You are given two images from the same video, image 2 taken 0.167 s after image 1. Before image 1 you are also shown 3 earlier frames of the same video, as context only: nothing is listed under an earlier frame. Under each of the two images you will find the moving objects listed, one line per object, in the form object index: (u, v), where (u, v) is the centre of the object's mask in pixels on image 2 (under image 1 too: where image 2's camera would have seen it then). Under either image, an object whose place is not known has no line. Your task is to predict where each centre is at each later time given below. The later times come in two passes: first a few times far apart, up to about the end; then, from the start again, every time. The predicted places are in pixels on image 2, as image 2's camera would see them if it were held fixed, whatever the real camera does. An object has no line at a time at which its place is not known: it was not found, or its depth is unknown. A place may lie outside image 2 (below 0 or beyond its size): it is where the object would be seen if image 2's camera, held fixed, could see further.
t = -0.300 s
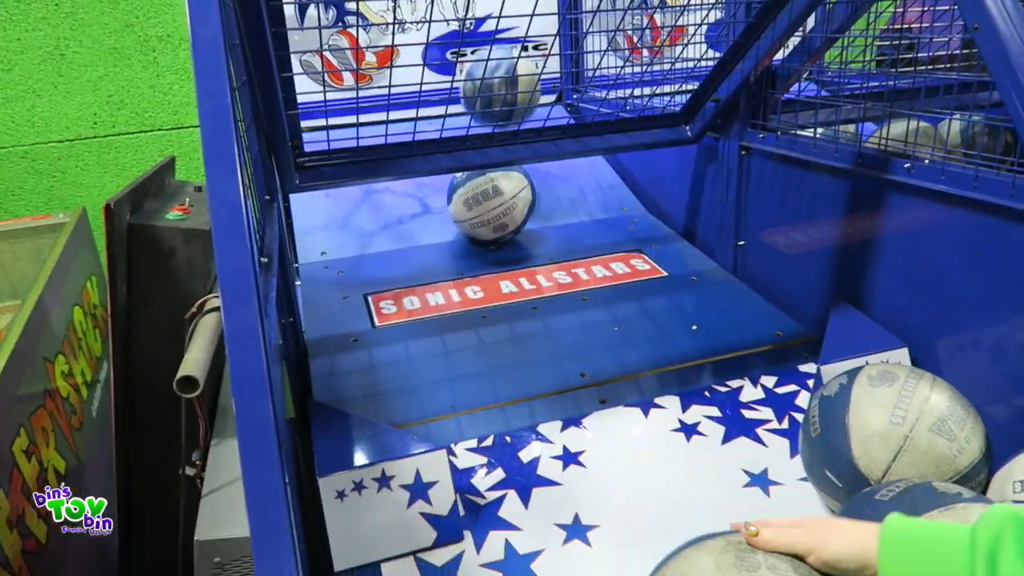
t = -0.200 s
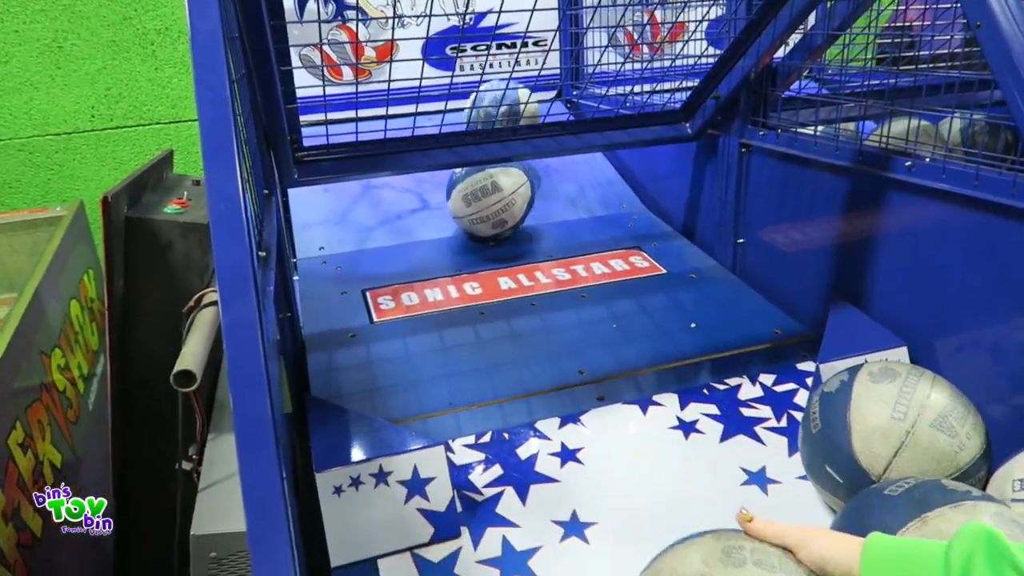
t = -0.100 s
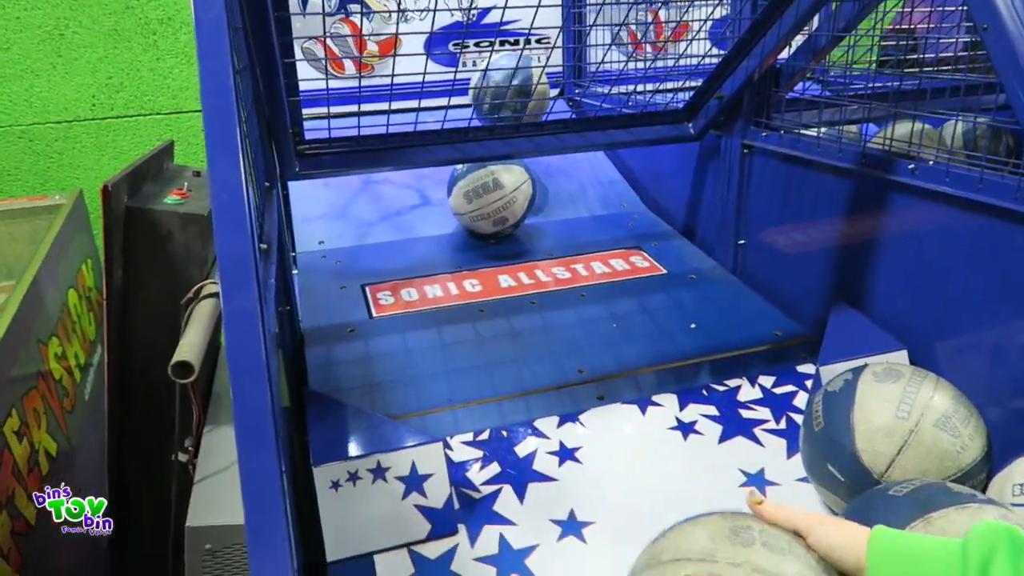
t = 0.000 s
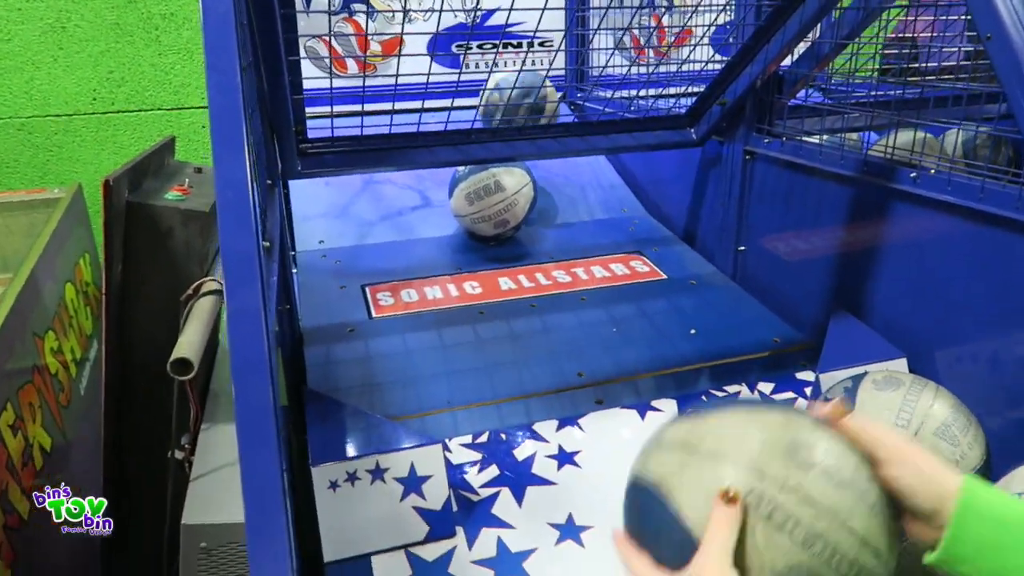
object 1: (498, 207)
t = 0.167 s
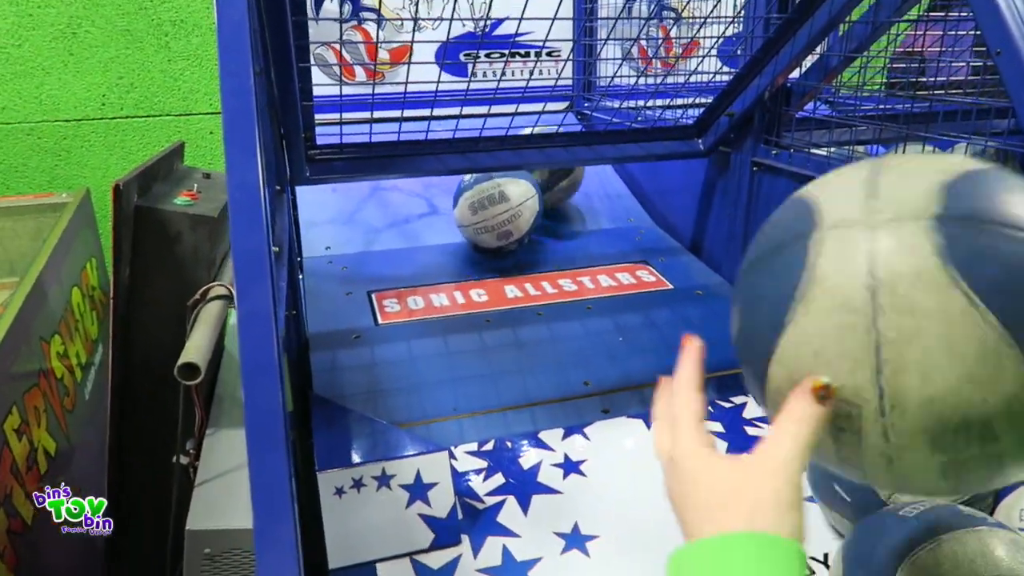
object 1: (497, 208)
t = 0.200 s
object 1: (496, 209)
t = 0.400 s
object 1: (494, 215)
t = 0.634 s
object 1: (499, 226)
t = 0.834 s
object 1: (508, 242)
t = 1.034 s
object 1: (525, 264)
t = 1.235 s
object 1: (548, 296)
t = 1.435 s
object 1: (584, 341)
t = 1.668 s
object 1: (655, 421)
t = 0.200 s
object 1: (496, 209)
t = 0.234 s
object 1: (495, 210)
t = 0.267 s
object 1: (495, 211)
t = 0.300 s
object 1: (494, 212)
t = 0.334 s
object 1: (494, 213)
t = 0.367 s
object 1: (494, 214)
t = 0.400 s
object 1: (494, 215)
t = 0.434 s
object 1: (494, 216)
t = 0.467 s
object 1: (494, 218)
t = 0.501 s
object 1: (494, 219)
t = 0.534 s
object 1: (495, 220)
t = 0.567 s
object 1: (496, 222)
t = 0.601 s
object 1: (498, 224)
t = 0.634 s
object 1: (499, 226)
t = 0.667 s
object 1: (500, 228)
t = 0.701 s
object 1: (501, 231)
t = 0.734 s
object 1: (502, 234)
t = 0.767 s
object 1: (504, 237)
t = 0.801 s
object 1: (506, 239)
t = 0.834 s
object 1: (508, 242)
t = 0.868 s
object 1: (510, 245)
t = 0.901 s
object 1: (512, 248)
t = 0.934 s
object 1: (515, 252)
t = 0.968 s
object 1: (518, 255)
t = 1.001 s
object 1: (521, 259)
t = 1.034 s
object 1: (525, 264)
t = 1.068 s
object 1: (528, 270)
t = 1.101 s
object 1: (532, 273)
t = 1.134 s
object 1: (536, 277)
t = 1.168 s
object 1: (539, 284)
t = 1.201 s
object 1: (544, 289)
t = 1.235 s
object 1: (548, 296)
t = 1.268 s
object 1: (552, 301)
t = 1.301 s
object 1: (558, 309)
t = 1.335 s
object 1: (564, 315)
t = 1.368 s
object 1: (571, 323)
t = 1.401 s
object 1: (577, 332)
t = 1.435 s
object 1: (584, 341)
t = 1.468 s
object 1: (592, 349)
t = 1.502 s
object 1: (601, 363)
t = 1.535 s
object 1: (610, 370)
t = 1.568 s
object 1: (620, 381)
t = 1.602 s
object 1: (630, 396)
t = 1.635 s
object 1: (642, 405)
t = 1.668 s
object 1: (655, 421)
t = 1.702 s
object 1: (668, 438)
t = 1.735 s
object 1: (681, 452)
